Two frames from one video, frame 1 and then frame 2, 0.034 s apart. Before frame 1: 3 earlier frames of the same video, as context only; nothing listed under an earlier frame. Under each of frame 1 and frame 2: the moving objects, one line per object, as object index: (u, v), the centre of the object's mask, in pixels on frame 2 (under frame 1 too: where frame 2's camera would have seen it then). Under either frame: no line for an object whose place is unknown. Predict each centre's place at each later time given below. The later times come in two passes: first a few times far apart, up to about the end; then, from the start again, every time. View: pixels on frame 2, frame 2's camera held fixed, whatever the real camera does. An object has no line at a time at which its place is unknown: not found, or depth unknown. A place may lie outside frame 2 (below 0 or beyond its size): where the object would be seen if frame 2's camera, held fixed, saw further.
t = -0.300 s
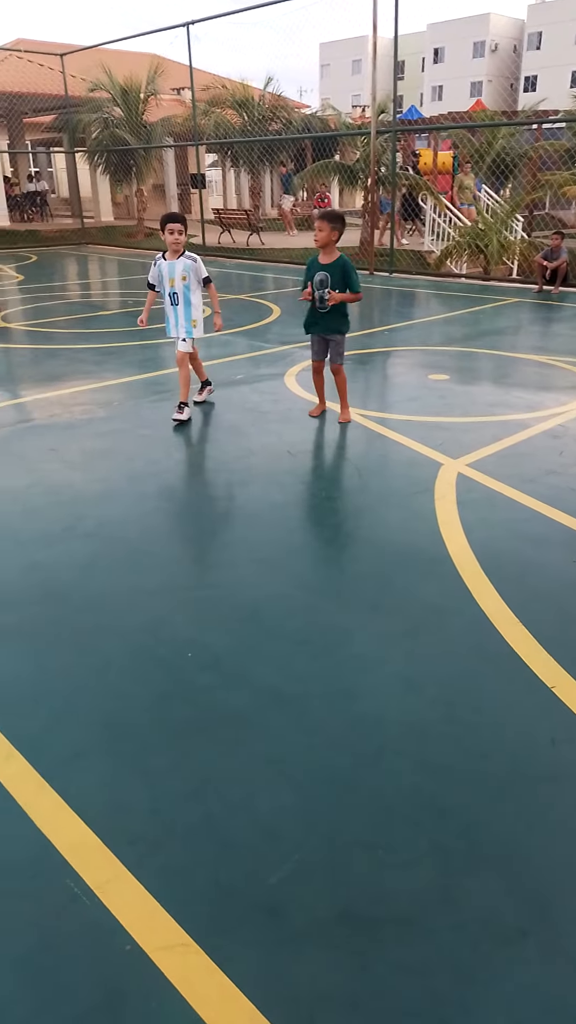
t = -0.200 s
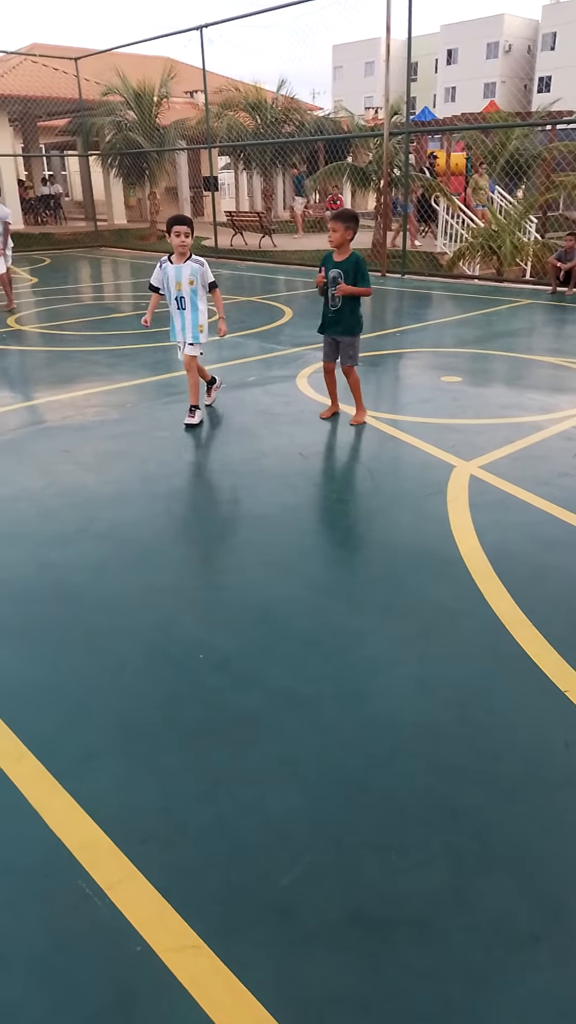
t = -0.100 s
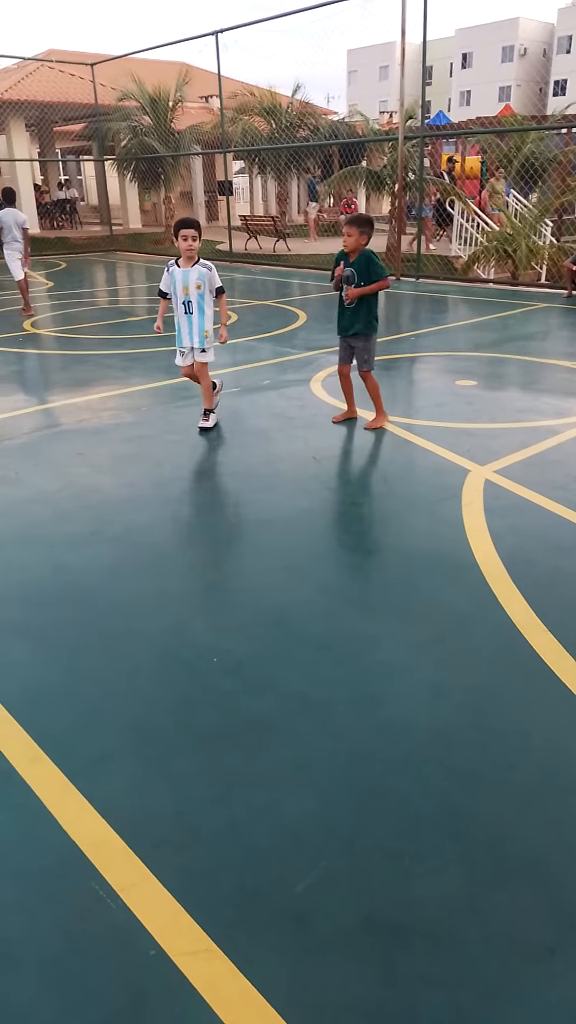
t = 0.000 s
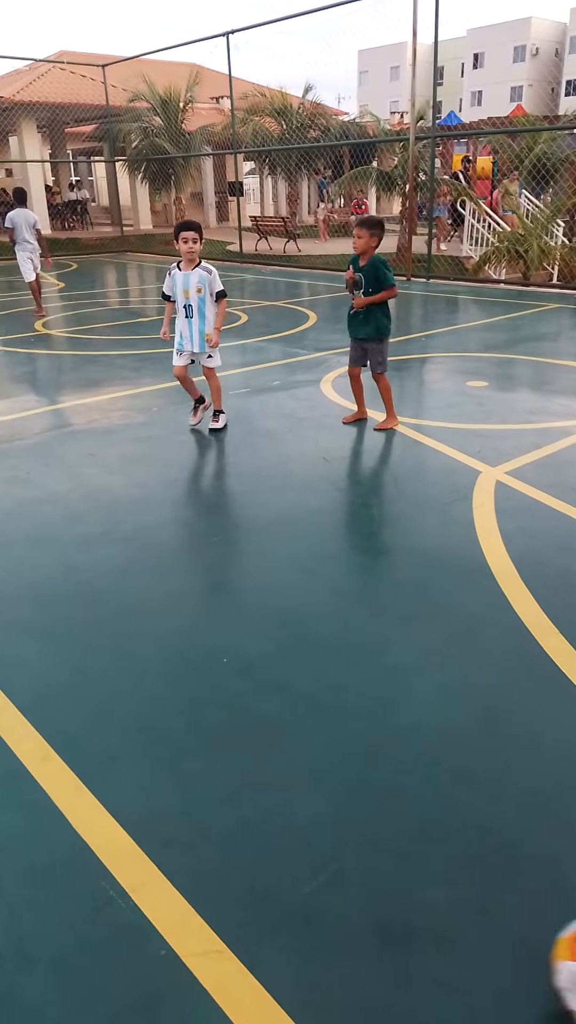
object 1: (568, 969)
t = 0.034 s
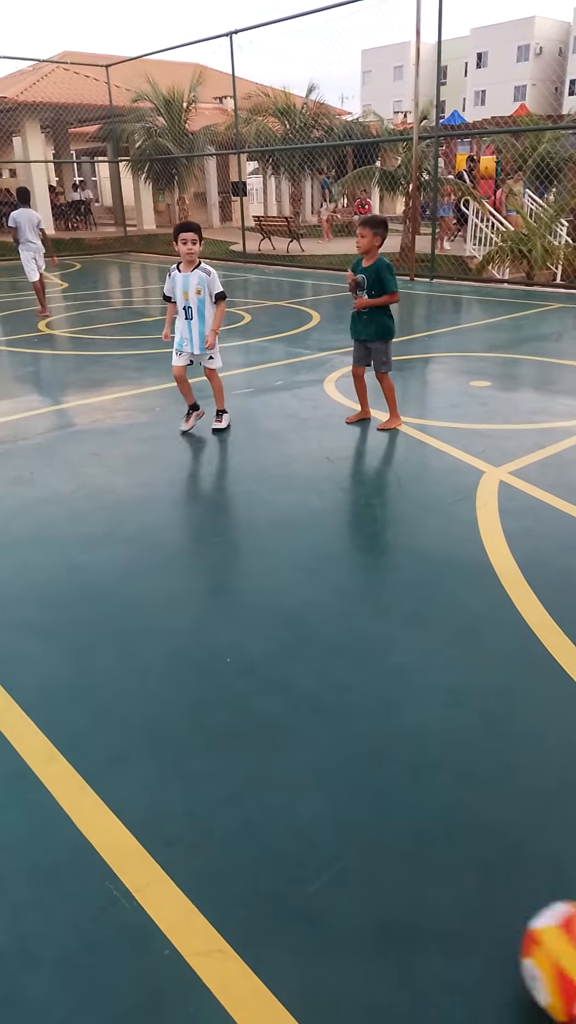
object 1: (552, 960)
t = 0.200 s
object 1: (425, 899)
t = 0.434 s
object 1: (253, 826)
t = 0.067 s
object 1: (534, 951)
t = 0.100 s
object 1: (514, 940)
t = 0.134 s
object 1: (485, 926)
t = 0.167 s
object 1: (454, 911)
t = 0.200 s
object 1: (425, 899)
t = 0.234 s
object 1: (397, 886)
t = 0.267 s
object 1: (370, 874)
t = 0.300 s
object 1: (346, 864)
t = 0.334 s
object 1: (321, 852)
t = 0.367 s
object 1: (297, 843)
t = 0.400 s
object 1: (274, 834)
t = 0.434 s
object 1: (253, 826)
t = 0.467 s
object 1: (232, 817)
